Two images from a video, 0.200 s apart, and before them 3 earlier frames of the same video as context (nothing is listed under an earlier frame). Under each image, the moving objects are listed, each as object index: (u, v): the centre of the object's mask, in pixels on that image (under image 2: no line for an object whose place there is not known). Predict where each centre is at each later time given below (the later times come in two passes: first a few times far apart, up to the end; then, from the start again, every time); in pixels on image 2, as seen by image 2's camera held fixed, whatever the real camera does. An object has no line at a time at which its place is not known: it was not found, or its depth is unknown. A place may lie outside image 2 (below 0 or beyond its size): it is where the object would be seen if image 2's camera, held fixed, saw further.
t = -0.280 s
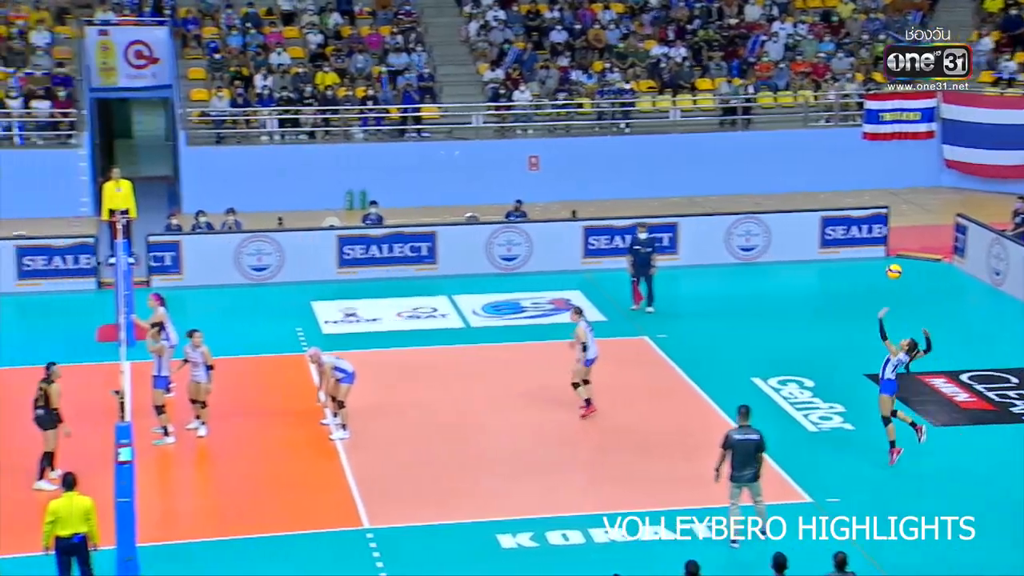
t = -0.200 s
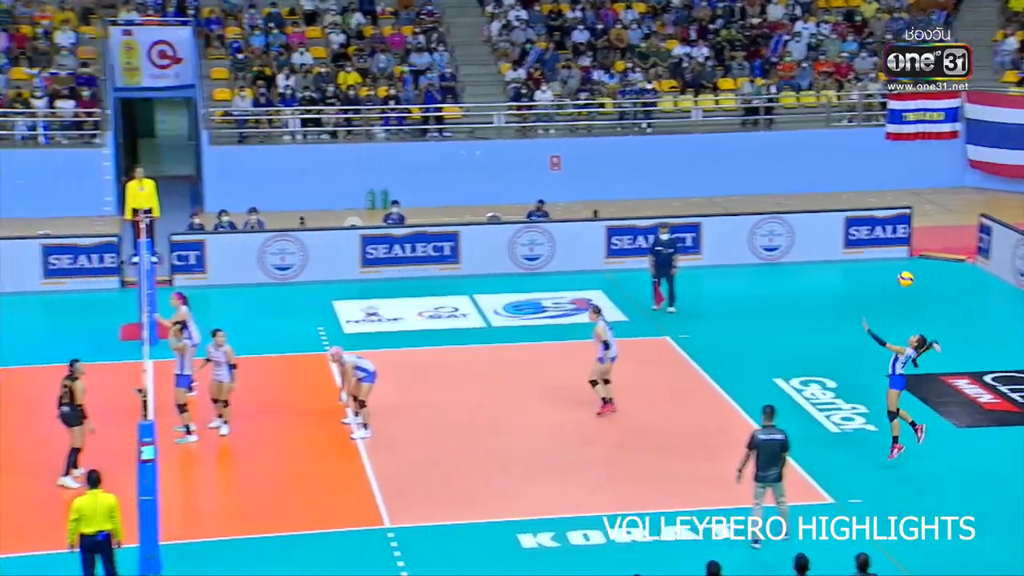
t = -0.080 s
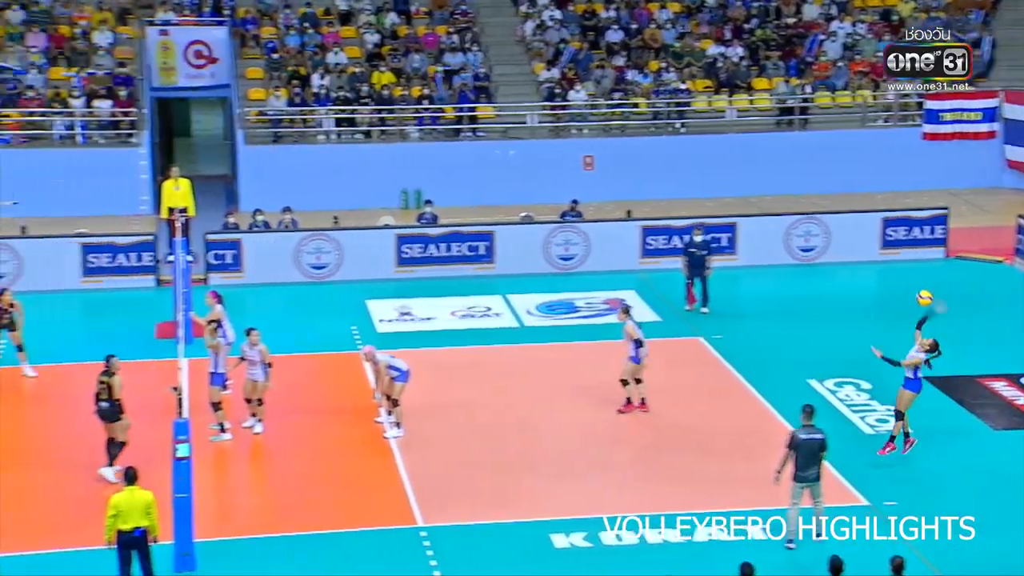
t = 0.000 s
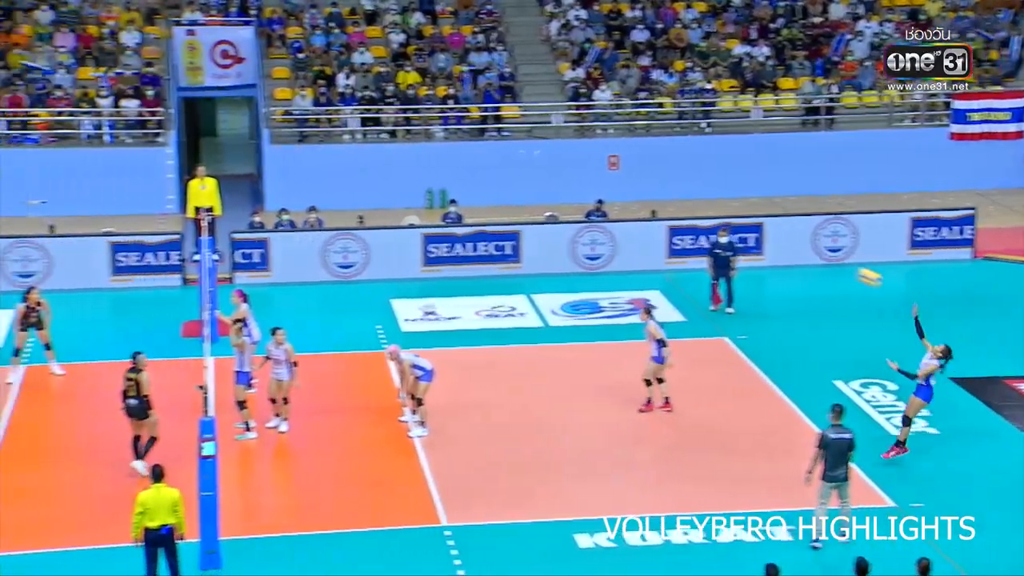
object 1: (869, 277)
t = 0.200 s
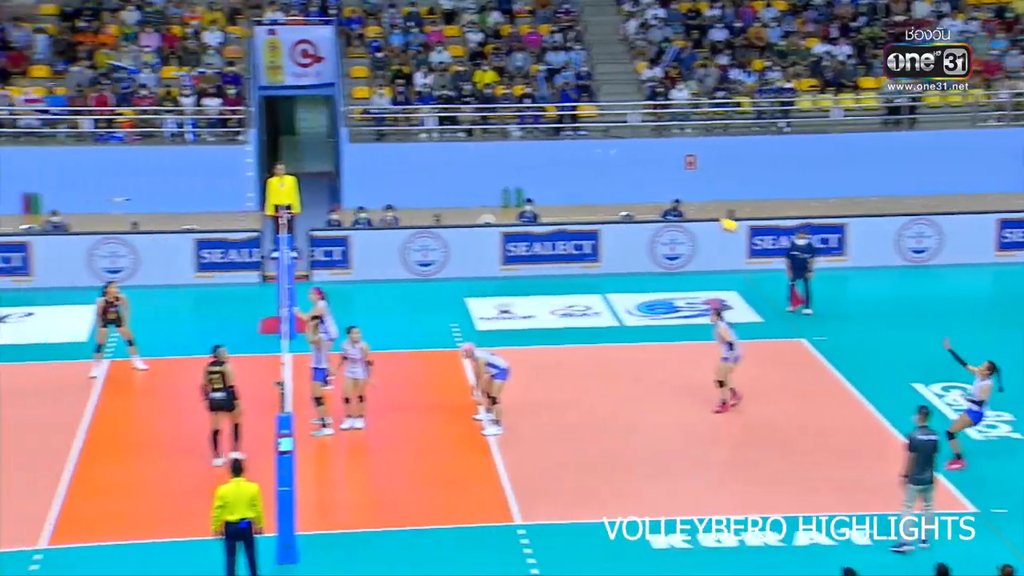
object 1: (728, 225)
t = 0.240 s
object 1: (687, 217)
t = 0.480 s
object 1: (454, 192)
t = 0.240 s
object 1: (687, 217)
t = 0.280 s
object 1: (647, 211)
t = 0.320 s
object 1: (607, 205)
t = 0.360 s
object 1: (568, 200)
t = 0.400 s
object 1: (529, 197)
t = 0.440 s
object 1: (491, 194)
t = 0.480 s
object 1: (454, 192)
